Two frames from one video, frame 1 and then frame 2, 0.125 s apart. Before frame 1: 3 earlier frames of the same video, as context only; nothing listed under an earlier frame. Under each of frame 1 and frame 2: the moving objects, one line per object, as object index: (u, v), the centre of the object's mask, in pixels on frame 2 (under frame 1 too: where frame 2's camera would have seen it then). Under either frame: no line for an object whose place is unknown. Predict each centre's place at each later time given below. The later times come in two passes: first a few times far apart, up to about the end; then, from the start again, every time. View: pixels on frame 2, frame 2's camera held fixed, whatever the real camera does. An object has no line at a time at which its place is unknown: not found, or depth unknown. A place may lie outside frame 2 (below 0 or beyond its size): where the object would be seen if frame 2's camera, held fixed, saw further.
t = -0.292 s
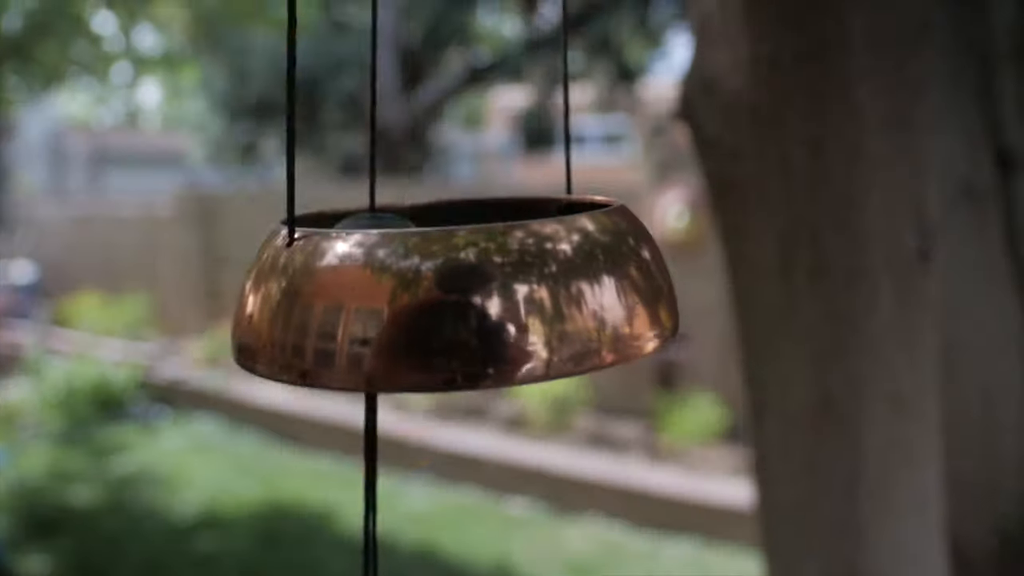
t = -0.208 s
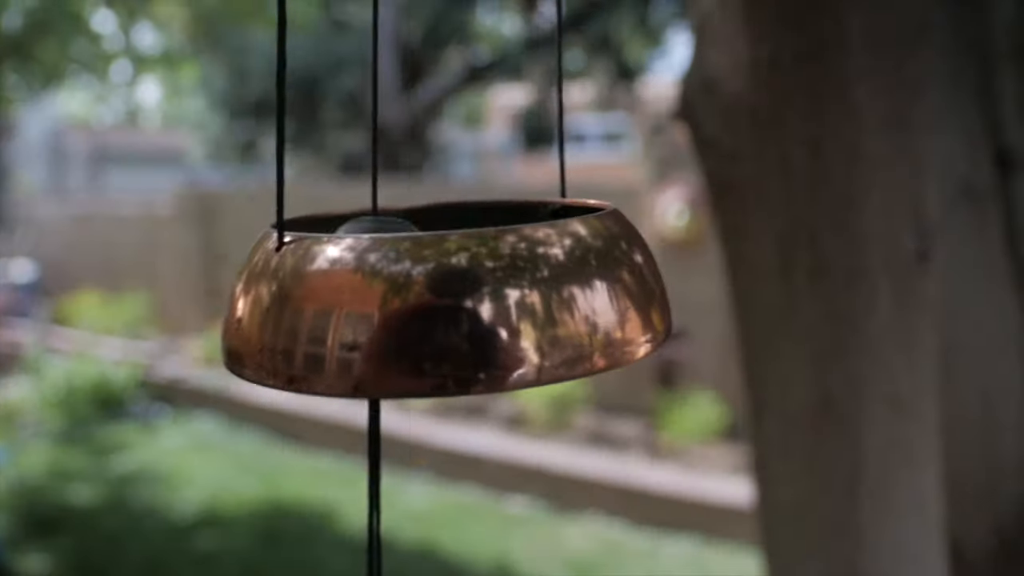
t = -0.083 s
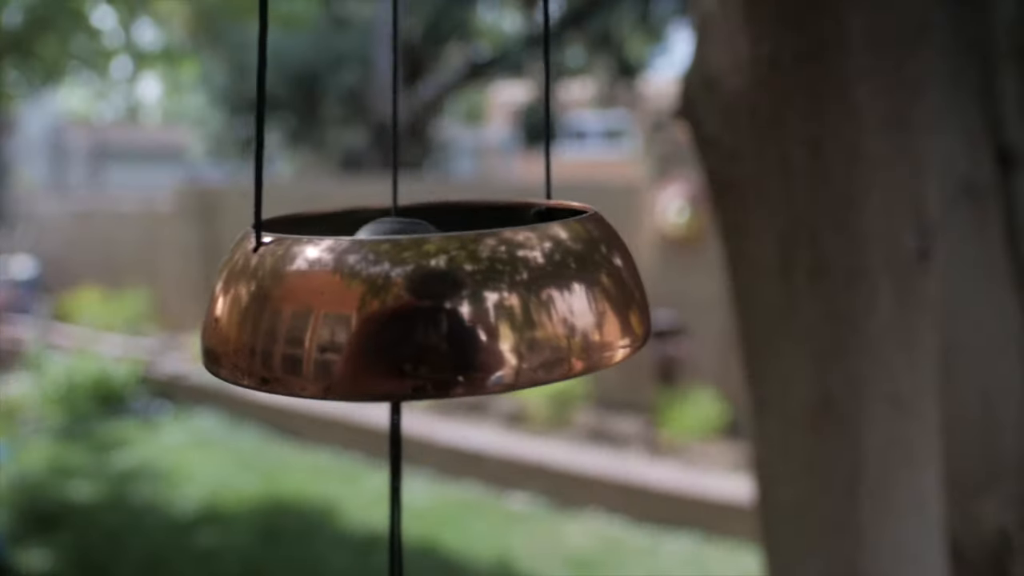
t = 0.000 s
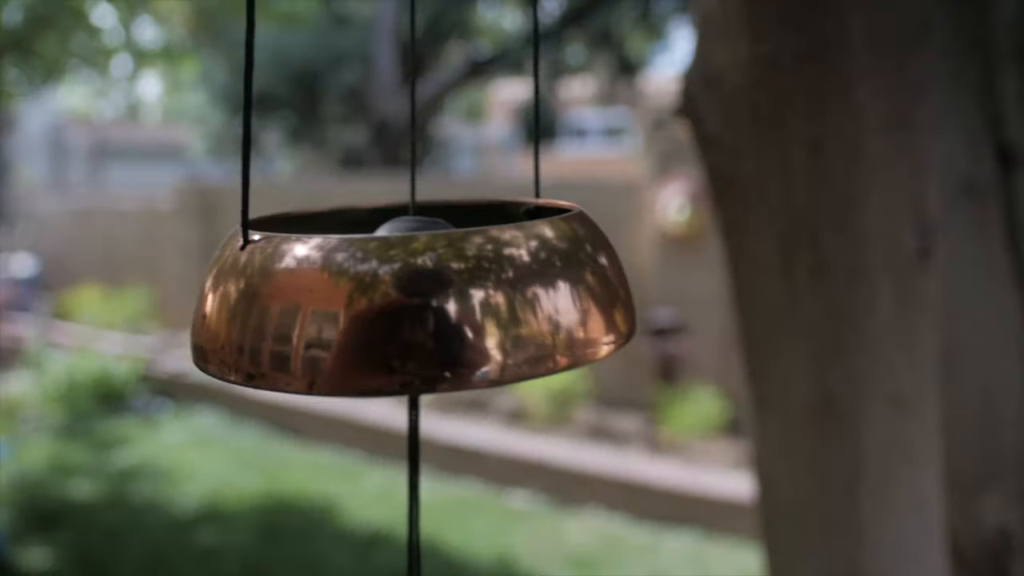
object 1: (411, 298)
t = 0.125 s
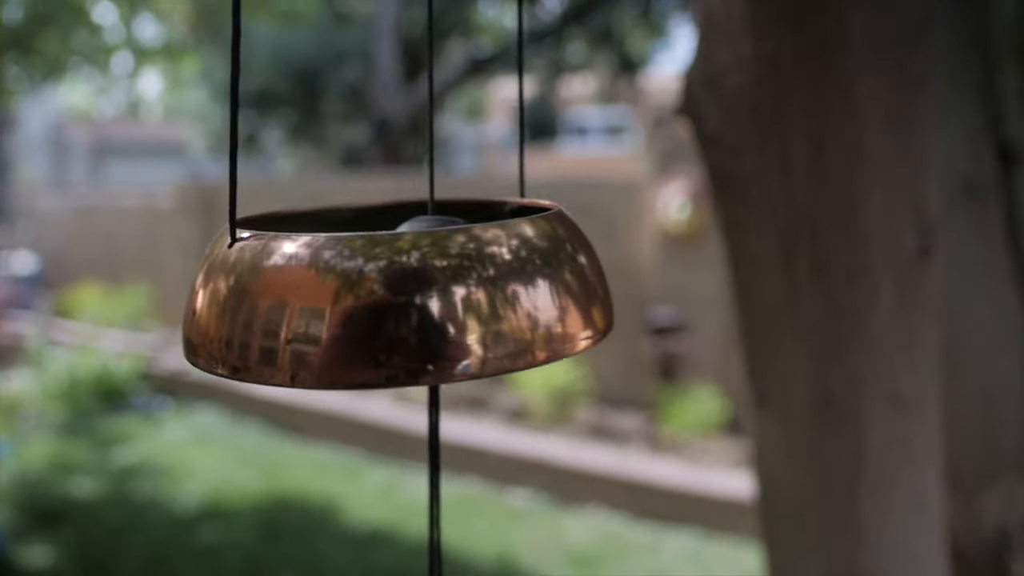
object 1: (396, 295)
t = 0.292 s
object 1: (377, 291)
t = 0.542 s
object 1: (383, 287)
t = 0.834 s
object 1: (424, 289)
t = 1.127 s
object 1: (434, 292)
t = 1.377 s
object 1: (408, 293)
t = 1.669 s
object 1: (352, 288)
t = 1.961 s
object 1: (355, 278)
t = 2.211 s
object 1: (388, 281)
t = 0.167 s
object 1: (390, 294)
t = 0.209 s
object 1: (385, 294)
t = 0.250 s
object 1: (380, 292)
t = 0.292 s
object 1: (377, 291)
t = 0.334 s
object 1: (375, 290)
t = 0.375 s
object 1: (375, 287)
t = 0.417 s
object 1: (374, 287)
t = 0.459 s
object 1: (376, 286)
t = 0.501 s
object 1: (379, 286)
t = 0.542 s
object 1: (383, 287)
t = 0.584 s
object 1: (389, 287)
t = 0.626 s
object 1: (396, 288)
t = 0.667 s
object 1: (403, 287)
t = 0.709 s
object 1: (409, 288)
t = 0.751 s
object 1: (415, 289)
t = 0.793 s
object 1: (420, 289)
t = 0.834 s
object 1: (424, 289)
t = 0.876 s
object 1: (428, 290)
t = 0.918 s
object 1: (432, 291)
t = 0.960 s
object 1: (435, 291)
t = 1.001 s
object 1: (436, 291)
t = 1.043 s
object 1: (436, 292)
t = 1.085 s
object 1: (436, 292)
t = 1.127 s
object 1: (434, 292)
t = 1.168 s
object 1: (431, 292)
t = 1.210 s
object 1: (430, 293)
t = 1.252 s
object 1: (426, 292)
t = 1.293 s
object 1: (422, 292)
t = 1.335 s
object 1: (415, 293)
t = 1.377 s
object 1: (408, 293)
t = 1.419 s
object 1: (398, 294)
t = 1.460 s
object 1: (388, 295)
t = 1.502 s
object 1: (379, 295)
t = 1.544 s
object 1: (370, 293)
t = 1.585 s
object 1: (362, 292)
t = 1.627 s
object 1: (356, 290)
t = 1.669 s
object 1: (352, 288)
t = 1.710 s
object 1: (348, 287)
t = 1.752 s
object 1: (346, 286)
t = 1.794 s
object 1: (346, 285)
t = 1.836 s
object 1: (346, 285)
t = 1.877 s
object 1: (348, 283)
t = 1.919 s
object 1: (352, 280)
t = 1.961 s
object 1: (355, 278)
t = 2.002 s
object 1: (360, 278)
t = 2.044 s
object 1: (364, 278)
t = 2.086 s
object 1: (369, 278)
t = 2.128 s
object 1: (374, 279)
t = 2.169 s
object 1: (380, 281)
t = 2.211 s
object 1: (388, 281)
